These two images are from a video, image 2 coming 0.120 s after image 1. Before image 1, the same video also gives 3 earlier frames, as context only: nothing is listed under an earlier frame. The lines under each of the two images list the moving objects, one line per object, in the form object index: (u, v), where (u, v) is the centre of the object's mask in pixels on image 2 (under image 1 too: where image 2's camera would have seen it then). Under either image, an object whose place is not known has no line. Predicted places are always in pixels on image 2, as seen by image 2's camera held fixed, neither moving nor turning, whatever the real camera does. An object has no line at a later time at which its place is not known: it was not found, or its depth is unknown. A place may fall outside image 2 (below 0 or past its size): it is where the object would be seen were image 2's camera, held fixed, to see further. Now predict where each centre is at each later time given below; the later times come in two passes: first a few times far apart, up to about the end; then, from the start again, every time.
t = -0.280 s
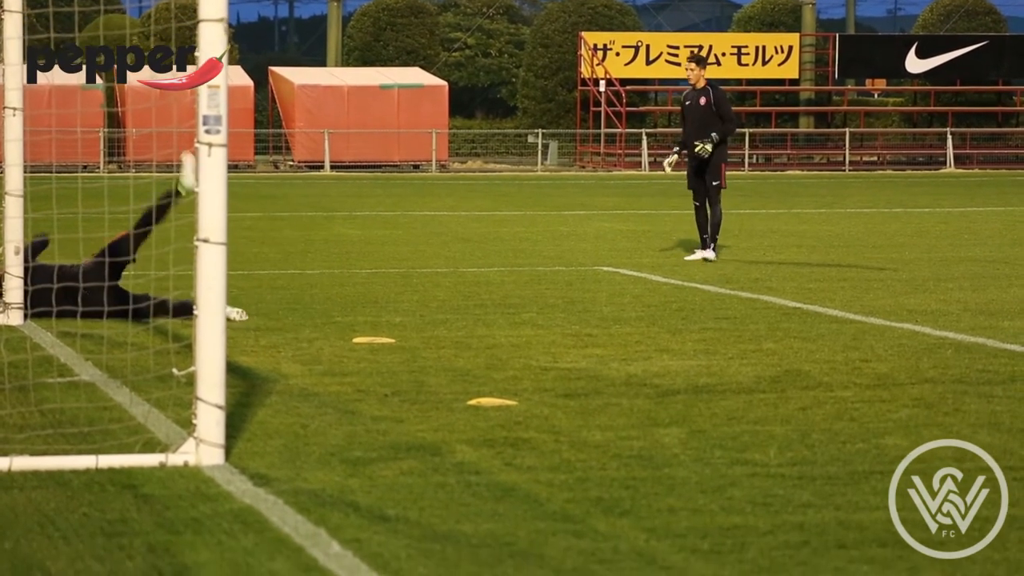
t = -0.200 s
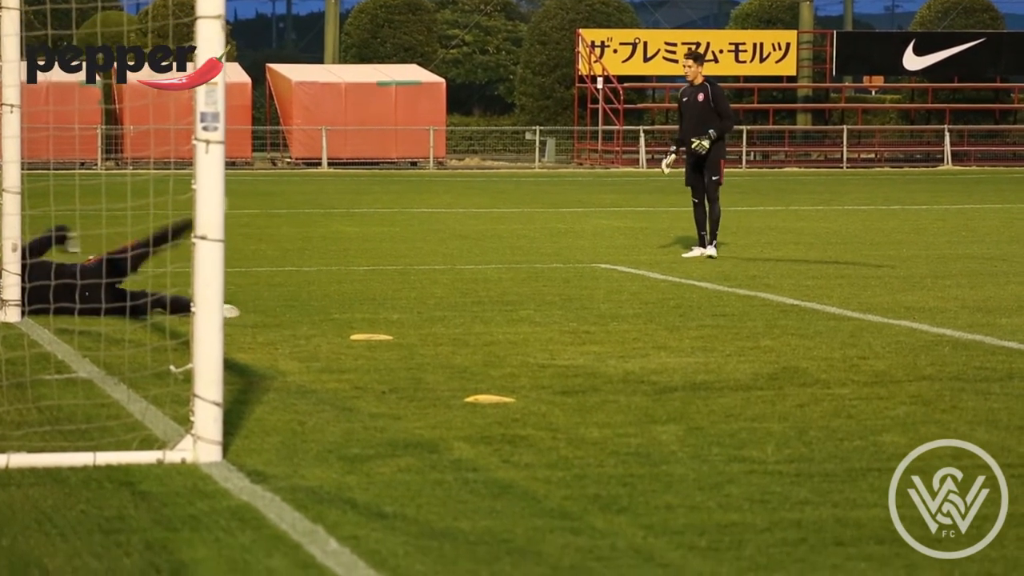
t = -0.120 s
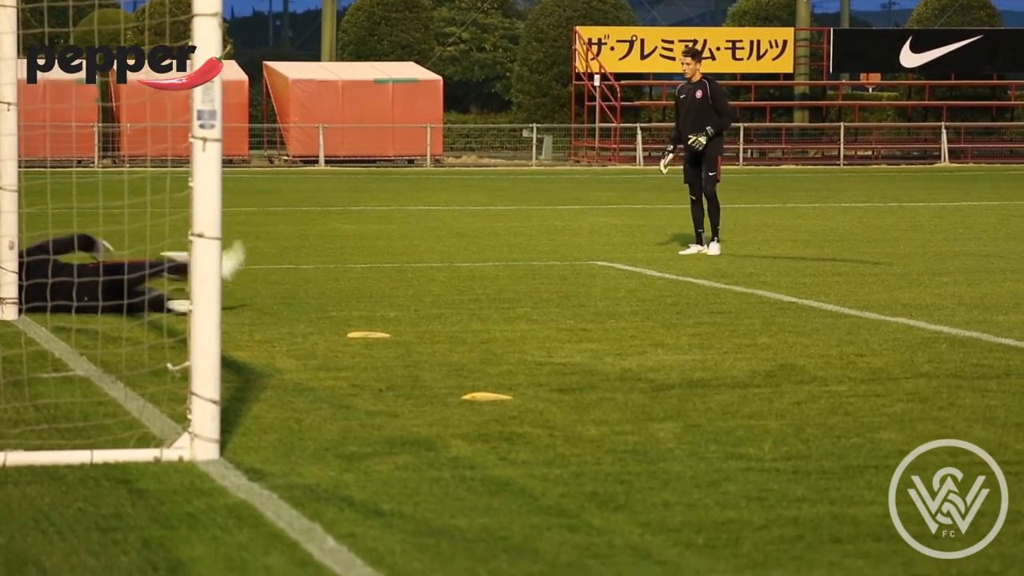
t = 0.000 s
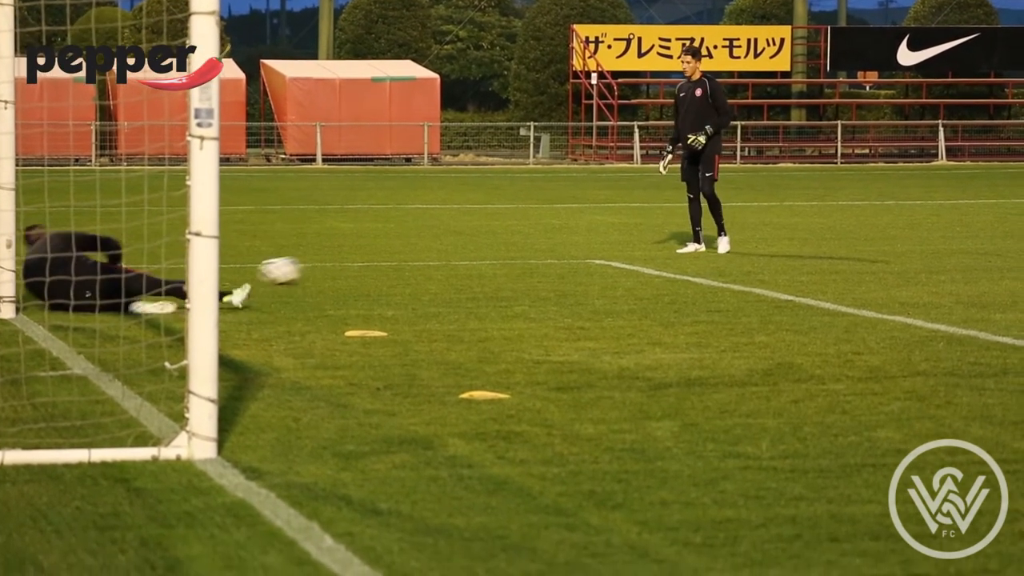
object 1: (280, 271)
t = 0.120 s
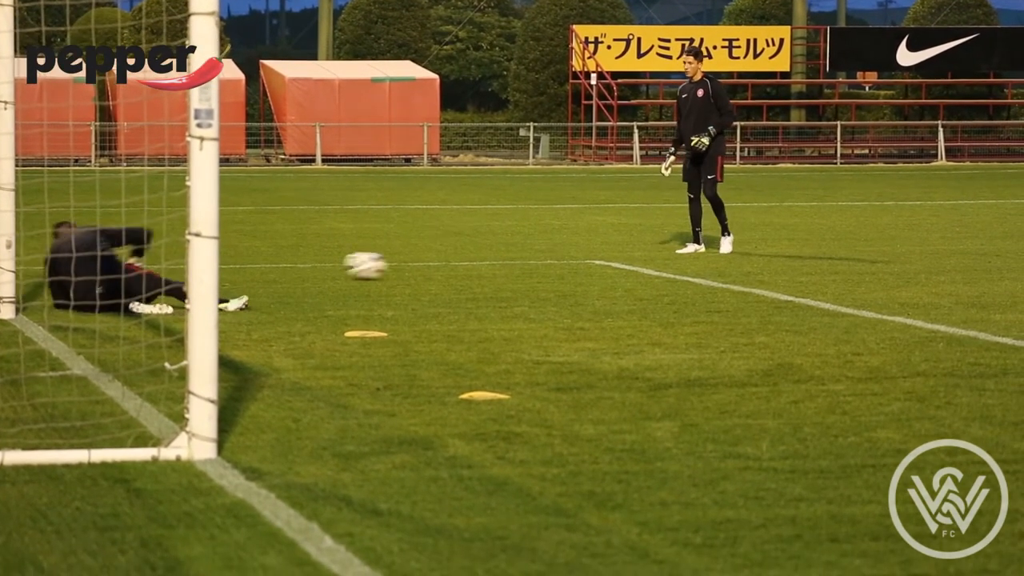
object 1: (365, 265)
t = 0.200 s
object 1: (417, 263)
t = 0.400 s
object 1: (527, 256)
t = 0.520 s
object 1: (579, 253)
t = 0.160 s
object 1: (392, 266)
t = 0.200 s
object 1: (417, 263)
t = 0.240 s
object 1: (441, 260)
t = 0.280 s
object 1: (465, 260)
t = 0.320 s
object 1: (487, 259)
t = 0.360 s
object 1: (507, 257)
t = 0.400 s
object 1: (527, 256)
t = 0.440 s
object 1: (545, 256)
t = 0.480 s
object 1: (564, 255)
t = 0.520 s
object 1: (579, 253)
